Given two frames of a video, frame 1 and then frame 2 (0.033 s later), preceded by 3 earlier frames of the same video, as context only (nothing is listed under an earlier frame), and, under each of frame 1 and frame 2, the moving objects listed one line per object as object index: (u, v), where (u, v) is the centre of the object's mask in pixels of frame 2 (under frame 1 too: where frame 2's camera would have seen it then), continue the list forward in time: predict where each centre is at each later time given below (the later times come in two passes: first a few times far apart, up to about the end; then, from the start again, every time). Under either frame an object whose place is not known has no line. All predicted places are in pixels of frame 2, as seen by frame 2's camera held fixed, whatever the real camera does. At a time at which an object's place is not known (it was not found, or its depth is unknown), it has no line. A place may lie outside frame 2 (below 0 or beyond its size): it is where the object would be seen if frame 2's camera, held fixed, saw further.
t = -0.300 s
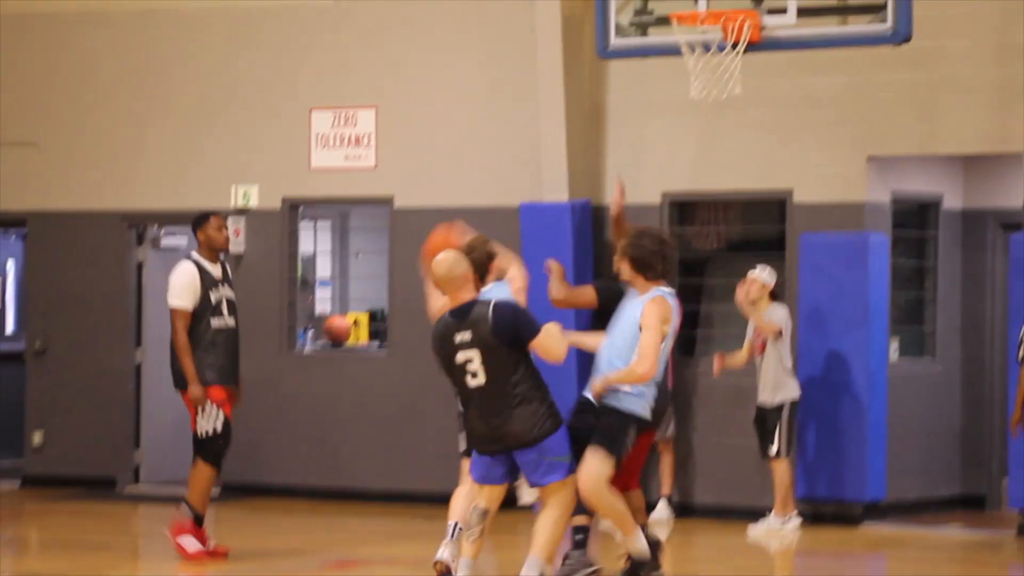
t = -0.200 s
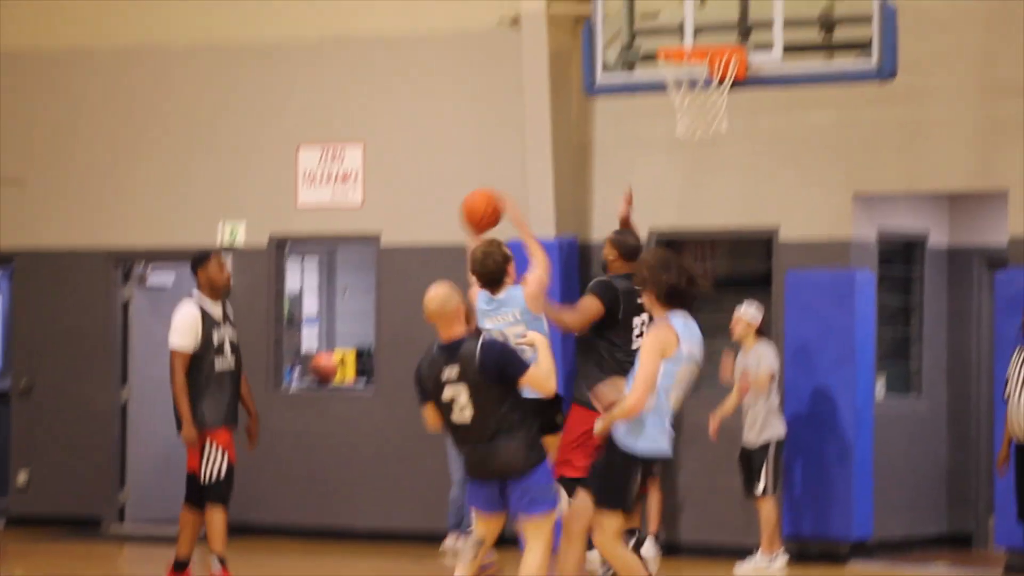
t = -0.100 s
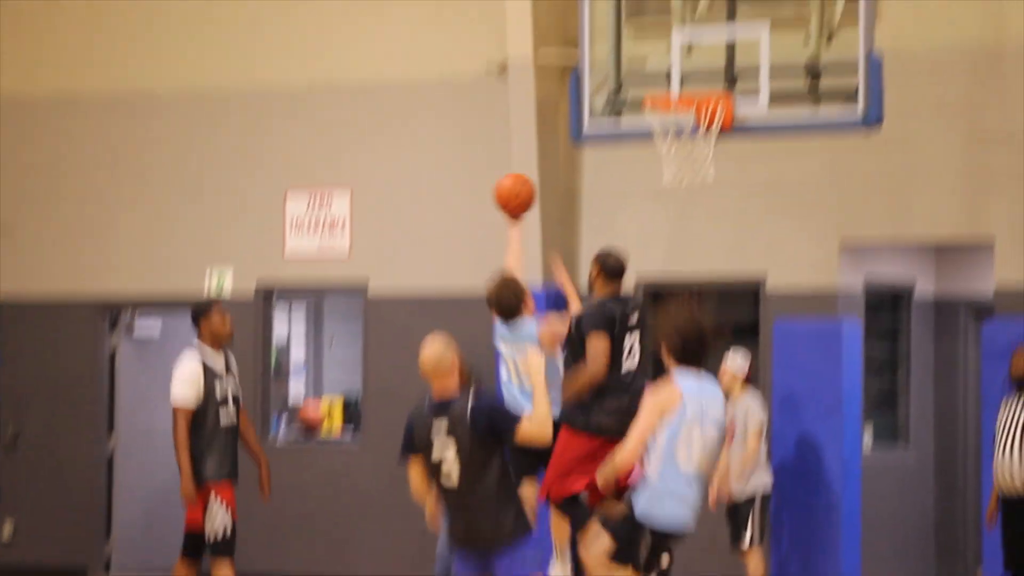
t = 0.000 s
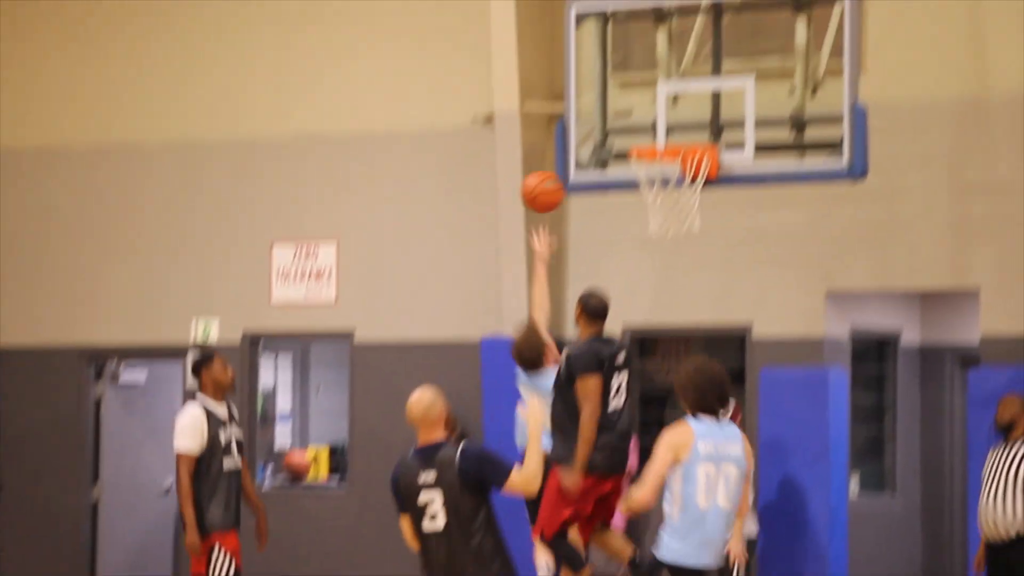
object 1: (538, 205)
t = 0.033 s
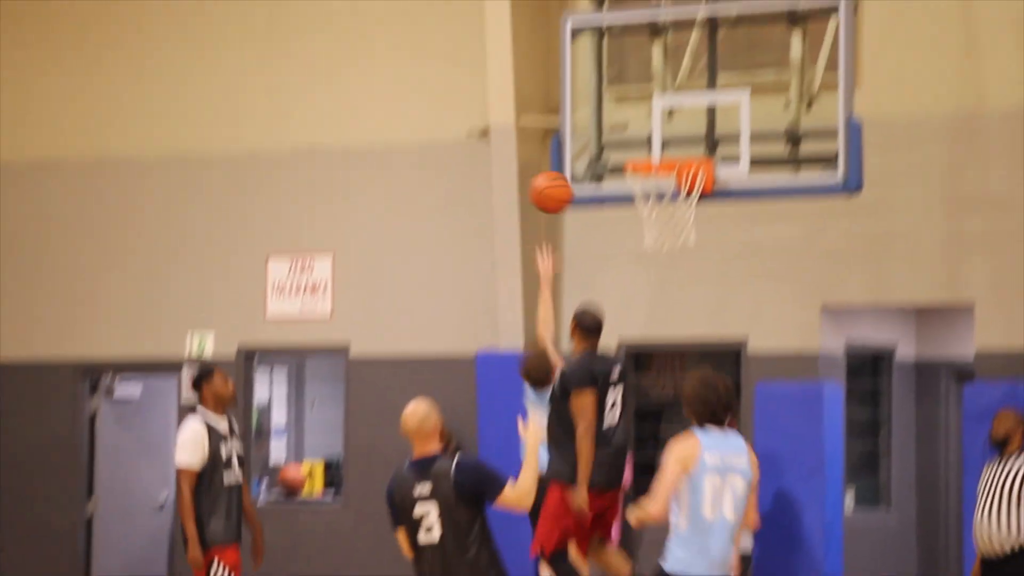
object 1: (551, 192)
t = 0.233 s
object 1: (616, 153)
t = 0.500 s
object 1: (598, 177)
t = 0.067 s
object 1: (564, 181)
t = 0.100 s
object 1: (579, 171)
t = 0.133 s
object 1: (592, 165)
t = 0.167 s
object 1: (605, 159)
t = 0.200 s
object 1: (614, 155)
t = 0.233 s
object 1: (616, 153)
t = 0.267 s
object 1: (617, 152)
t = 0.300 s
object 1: (618, 152)
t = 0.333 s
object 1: (618, 155)
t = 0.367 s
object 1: (618, 159)
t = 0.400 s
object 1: (615, 163)
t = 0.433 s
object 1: (609, 167)
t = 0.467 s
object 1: (605, 171)
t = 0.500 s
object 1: (598, 177)
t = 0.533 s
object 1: (592, 185)
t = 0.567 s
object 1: (585, 194)
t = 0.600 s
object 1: (578, 205)
